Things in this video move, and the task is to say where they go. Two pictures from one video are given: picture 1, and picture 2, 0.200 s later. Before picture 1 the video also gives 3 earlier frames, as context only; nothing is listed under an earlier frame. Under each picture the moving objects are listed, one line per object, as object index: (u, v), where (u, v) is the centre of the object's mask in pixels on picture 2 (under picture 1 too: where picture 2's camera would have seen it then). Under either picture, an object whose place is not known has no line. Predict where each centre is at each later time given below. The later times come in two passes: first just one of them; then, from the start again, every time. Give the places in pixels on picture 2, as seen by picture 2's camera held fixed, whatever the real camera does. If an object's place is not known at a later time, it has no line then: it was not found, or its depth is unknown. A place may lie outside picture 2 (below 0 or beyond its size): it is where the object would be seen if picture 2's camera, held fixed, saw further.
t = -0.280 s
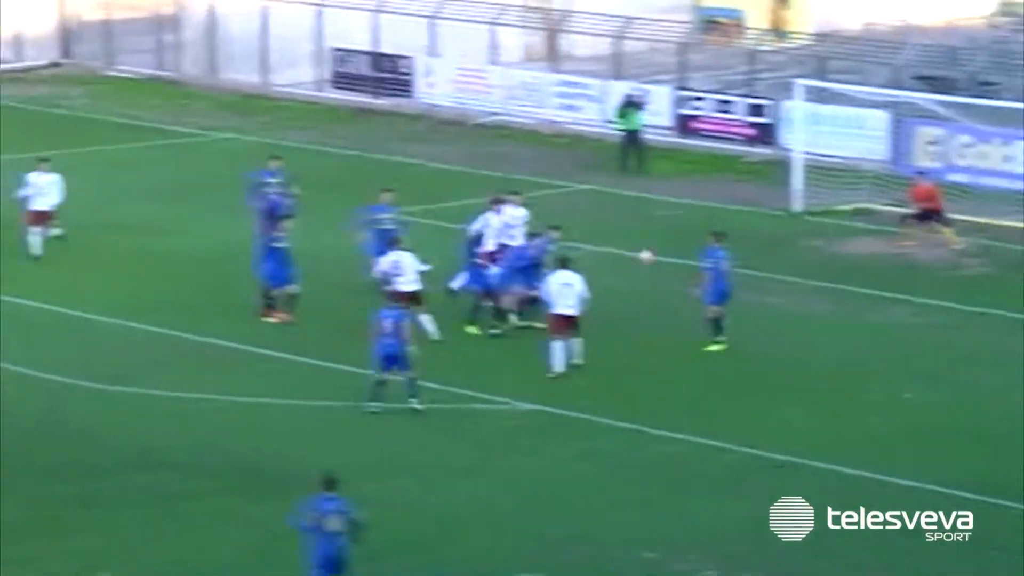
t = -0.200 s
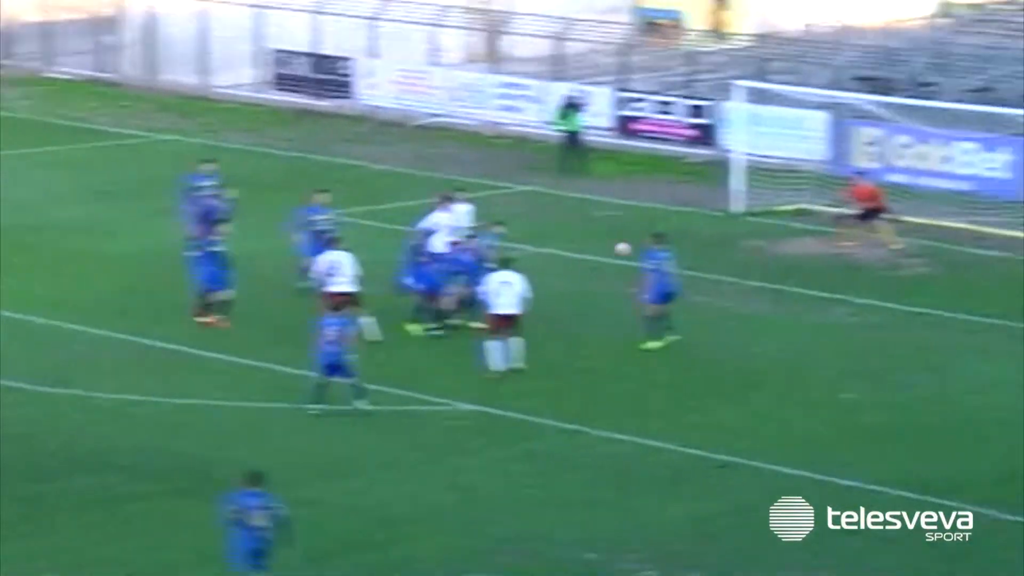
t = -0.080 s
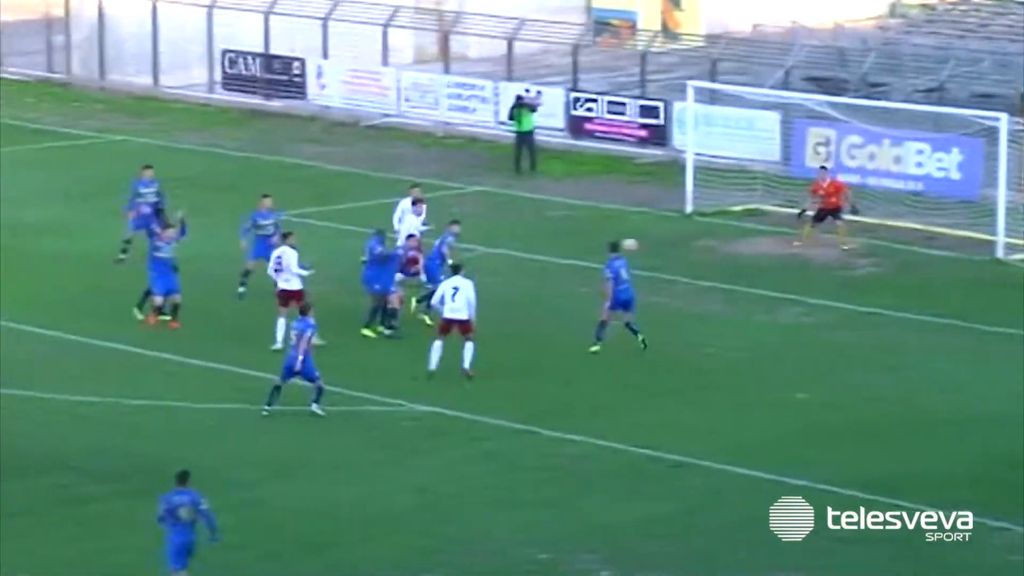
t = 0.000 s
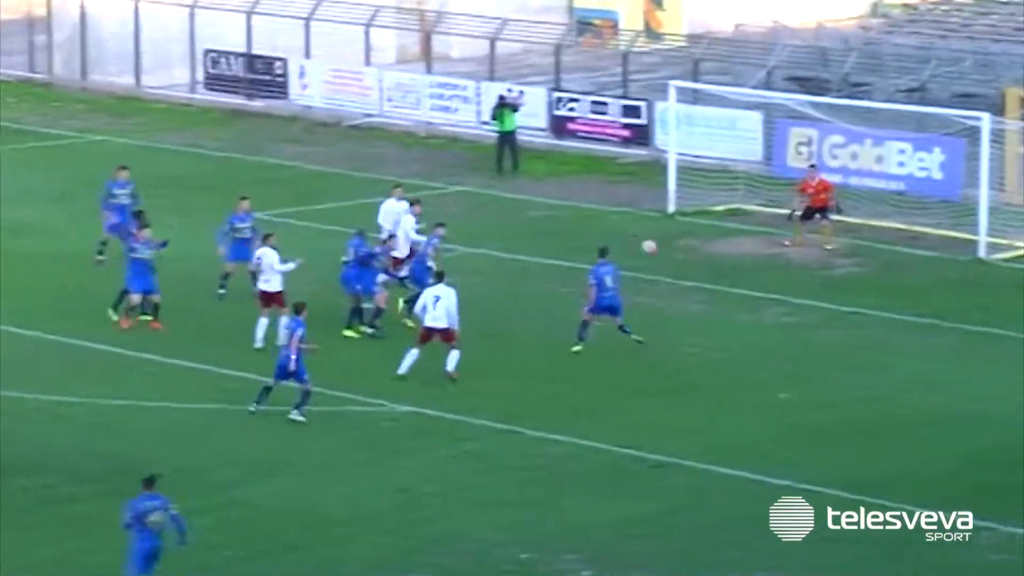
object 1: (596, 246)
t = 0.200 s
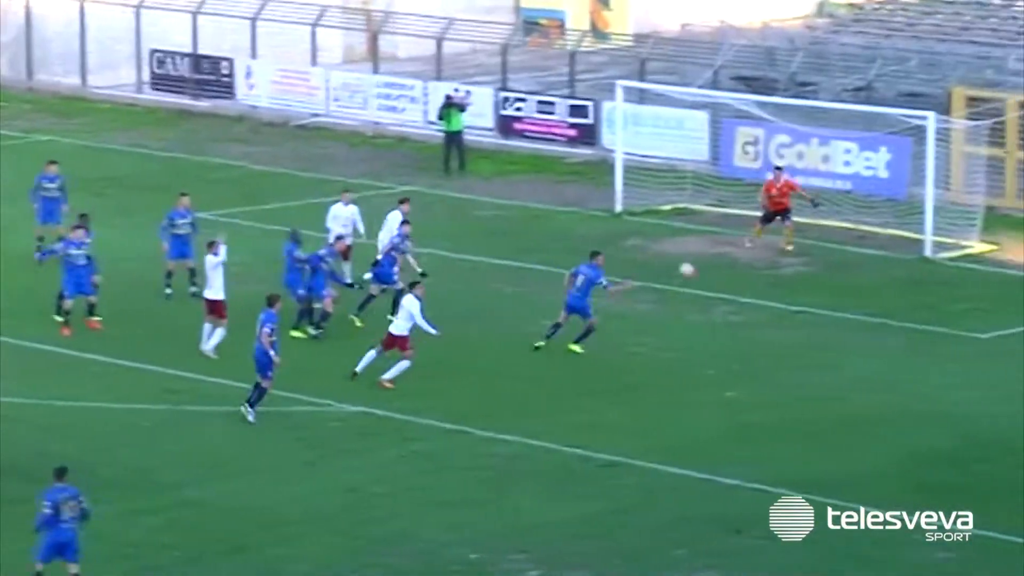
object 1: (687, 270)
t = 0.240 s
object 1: (706, 277)
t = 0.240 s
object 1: (706, 277)
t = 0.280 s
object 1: (723, 285)
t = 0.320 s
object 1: (742, 296)
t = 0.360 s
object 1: (761, 307)
